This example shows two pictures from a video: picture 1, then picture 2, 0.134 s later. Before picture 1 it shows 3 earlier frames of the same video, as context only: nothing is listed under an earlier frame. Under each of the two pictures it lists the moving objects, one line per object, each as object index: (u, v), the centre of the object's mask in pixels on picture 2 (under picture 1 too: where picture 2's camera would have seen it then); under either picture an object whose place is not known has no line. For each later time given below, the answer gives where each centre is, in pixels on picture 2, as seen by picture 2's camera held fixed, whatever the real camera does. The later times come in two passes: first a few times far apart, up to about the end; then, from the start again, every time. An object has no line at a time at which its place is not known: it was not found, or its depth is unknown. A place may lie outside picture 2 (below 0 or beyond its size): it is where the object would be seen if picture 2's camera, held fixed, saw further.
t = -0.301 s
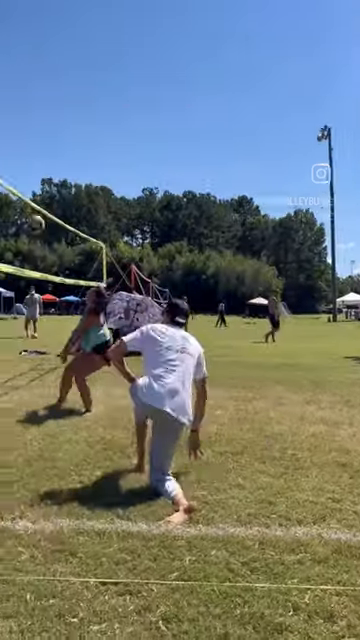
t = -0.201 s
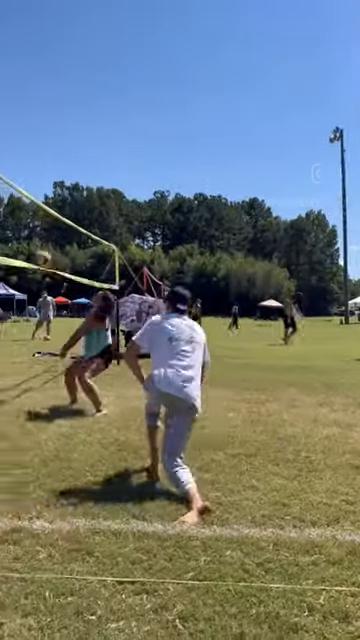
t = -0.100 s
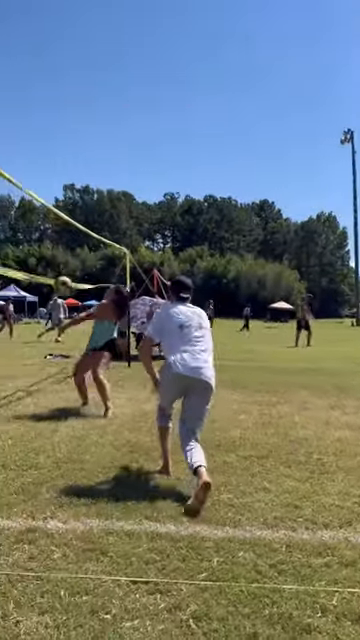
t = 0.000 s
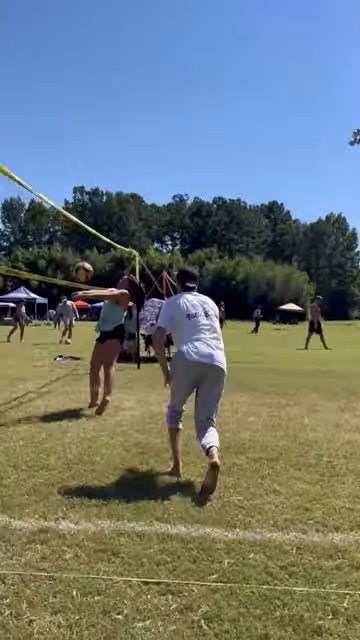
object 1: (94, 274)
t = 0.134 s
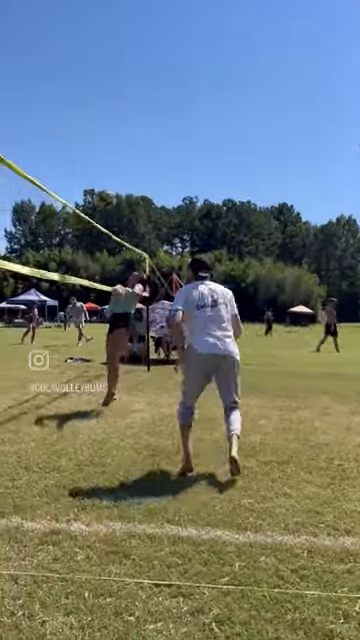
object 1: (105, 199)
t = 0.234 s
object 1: (113, 149)
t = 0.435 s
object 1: (130, 71)
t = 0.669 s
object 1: (153, 21)
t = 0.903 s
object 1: (180, 27)
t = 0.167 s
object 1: (108, 181)
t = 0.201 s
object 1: (110, 166)
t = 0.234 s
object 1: (113, 149)
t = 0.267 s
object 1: (116, 135)
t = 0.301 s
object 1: (119, 120)
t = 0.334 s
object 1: (122, 107)
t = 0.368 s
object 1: (125, 94)
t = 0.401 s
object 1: (128, 82)
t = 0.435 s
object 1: (130, 71)
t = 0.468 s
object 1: (133, 61)
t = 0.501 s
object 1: (136, 52)
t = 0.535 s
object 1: (140, 44)
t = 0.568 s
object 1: (143, 36)
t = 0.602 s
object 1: (146, 30)
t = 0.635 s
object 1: (149, 25)
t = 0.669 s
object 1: (153, 21)
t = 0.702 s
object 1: (157, 18)
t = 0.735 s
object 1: (160, 16)
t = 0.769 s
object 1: (164, 15)
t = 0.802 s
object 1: (168, 16)
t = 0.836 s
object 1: (172, 18)
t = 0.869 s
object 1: (176, 22)
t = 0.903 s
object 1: (180, 27)
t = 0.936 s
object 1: (184, 33)
